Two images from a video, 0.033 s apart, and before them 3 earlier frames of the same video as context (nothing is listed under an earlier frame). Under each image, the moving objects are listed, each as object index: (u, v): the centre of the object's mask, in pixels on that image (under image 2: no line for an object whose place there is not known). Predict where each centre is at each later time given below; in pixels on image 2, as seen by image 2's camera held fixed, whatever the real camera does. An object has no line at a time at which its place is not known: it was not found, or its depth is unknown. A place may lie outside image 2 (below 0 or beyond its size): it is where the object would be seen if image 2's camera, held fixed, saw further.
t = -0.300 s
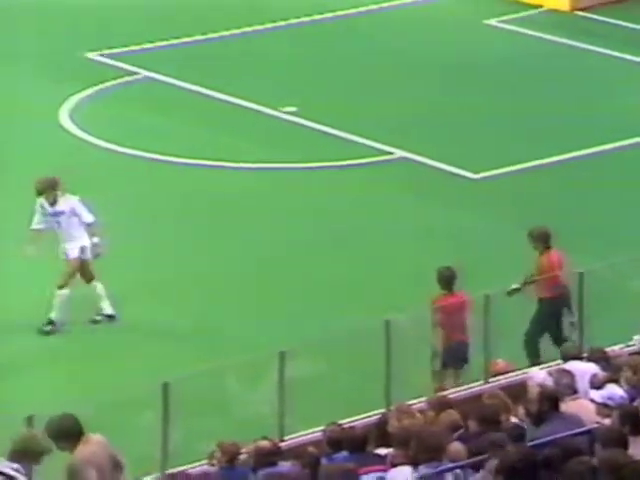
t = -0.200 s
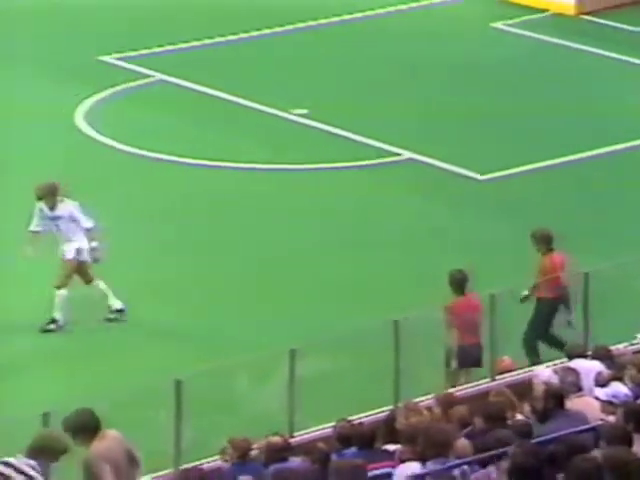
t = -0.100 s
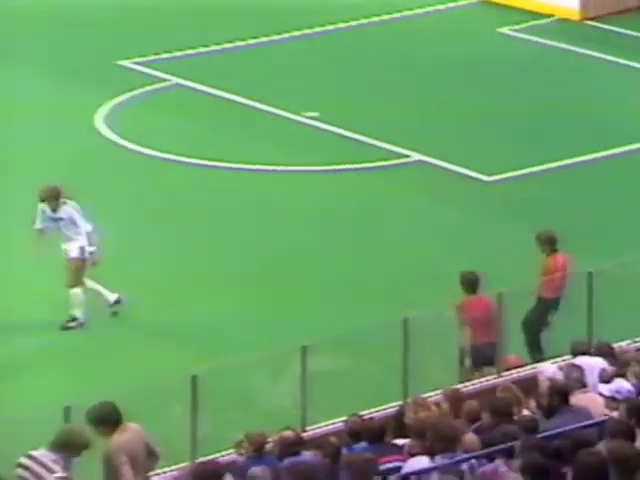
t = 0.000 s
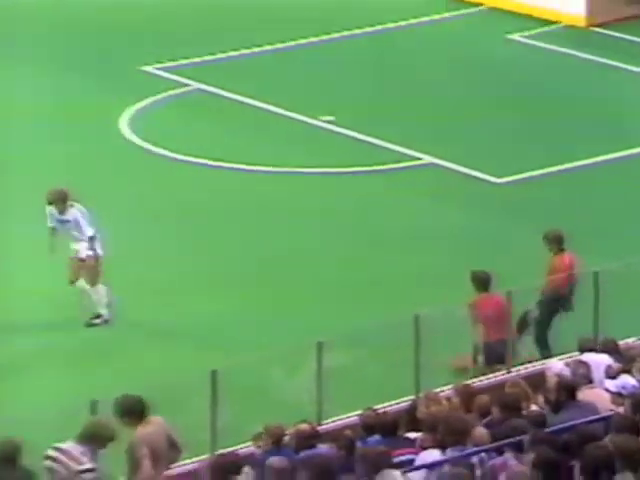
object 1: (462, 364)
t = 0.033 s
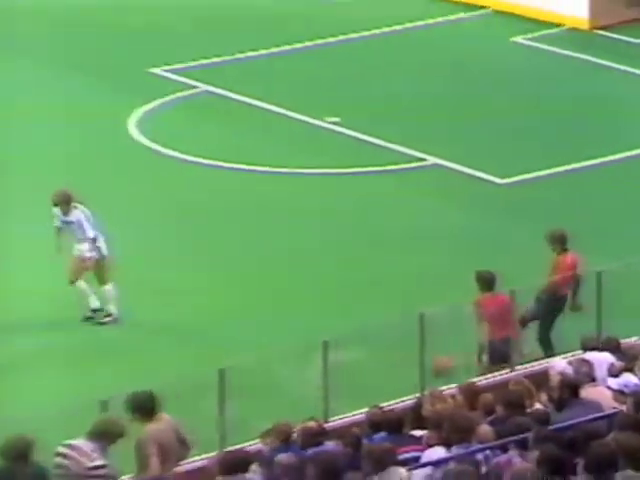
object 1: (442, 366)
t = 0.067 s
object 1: (419, 368)
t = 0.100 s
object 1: (395, 369)
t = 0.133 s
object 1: (373, 370)
